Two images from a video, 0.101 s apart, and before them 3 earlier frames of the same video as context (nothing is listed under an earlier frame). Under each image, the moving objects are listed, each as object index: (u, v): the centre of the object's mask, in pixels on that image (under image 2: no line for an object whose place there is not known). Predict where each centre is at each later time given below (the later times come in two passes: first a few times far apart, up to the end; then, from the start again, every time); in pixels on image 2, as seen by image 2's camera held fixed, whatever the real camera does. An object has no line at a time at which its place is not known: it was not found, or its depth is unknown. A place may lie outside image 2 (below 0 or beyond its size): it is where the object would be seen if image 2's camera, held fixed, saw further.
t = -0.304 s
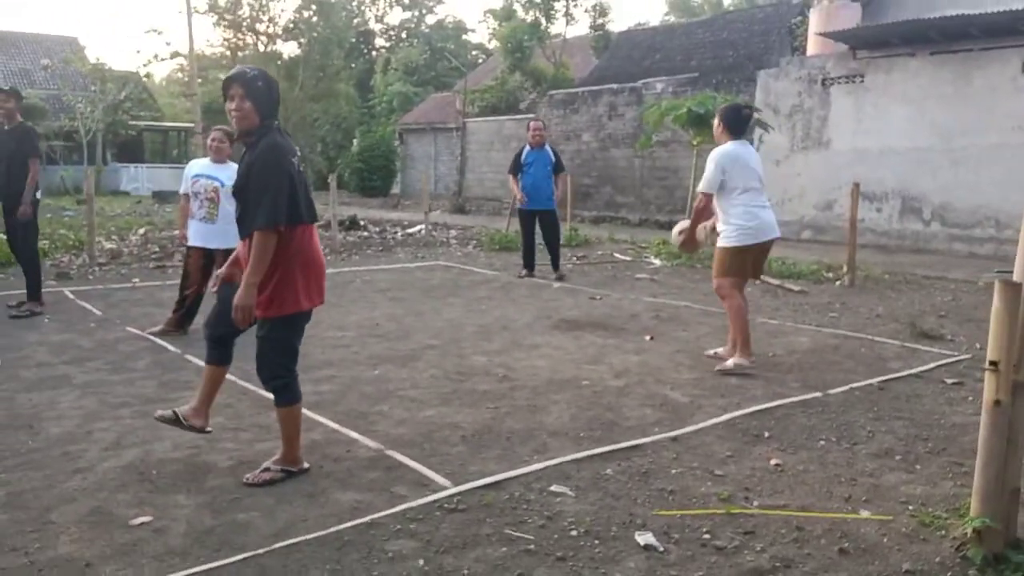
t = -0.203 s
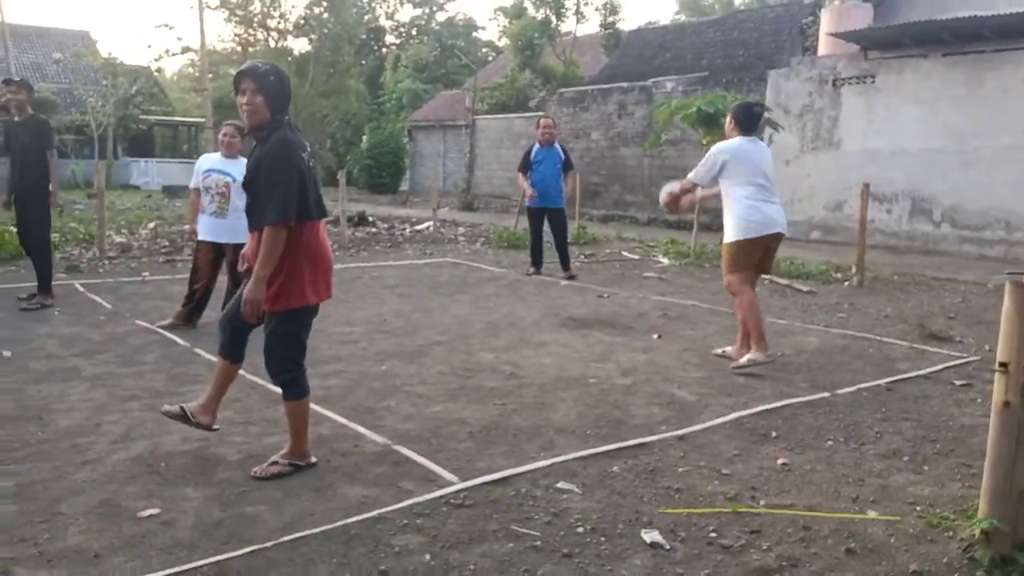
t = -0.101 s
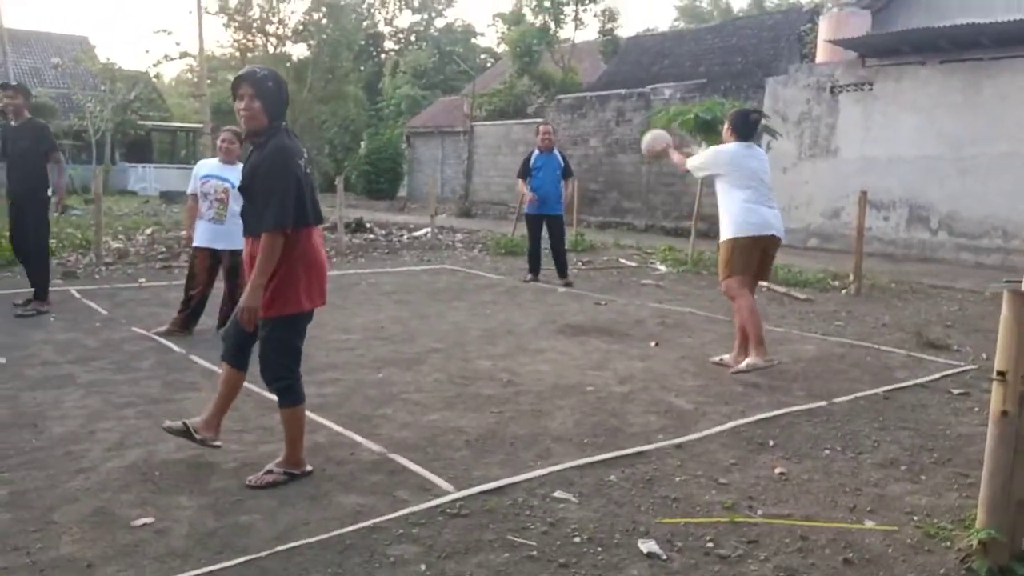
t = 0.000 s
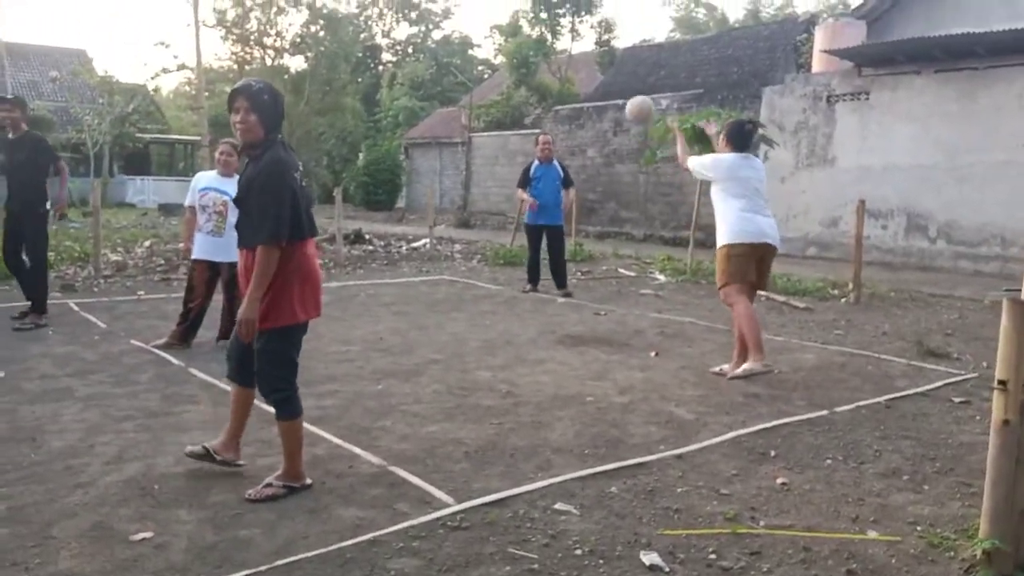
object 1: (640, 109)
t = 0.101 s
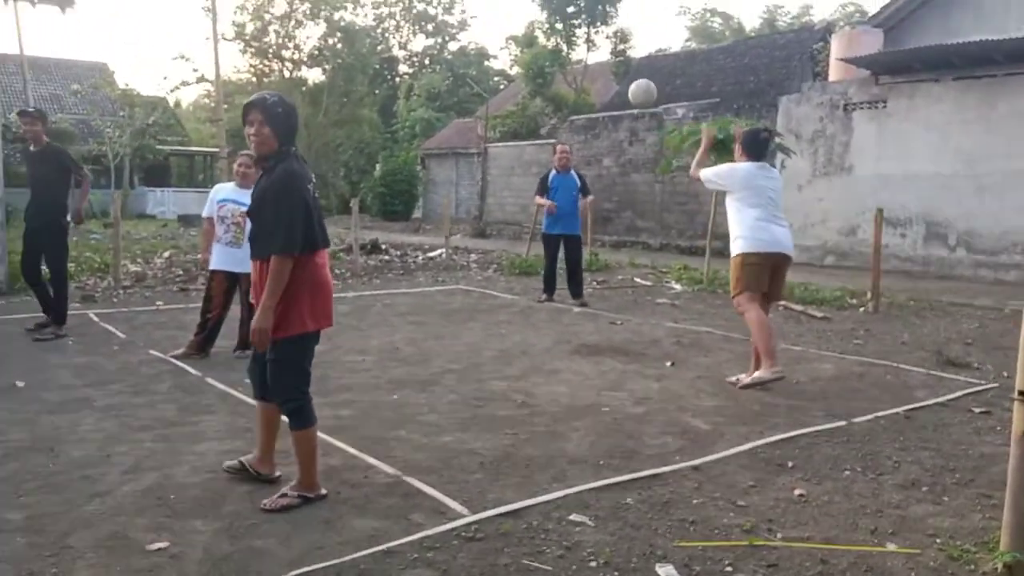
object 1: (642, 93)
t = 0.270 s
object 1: (623, 82)
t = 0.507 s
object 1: (601, 121)
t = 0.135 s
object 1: (638, 87)
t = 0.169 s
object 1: (634, 84)
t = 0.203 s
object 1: (630, 82)
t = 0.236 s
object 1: (626, 82)
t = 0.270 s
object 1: (623, 82)
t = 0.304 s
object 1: (619, 83)
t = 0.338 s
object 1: (616, 87)
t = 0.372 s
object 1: (613, 91)
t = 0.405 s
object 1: (609, 98)
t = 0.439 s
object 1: (607, 104)
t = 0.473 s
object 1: (604, 112)
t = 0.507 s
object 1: (601, 121)
